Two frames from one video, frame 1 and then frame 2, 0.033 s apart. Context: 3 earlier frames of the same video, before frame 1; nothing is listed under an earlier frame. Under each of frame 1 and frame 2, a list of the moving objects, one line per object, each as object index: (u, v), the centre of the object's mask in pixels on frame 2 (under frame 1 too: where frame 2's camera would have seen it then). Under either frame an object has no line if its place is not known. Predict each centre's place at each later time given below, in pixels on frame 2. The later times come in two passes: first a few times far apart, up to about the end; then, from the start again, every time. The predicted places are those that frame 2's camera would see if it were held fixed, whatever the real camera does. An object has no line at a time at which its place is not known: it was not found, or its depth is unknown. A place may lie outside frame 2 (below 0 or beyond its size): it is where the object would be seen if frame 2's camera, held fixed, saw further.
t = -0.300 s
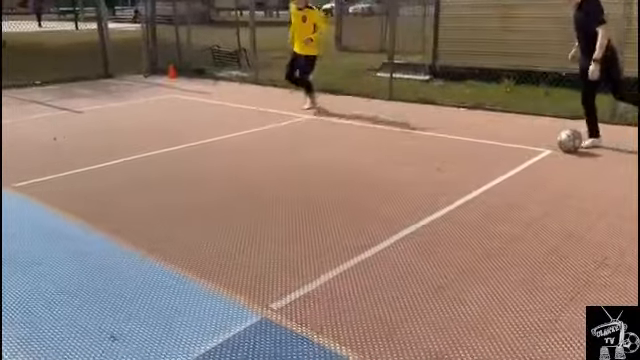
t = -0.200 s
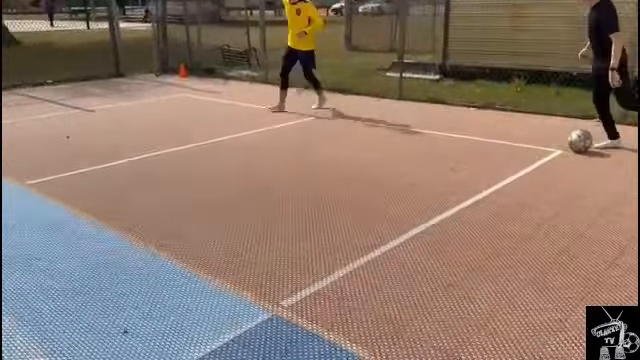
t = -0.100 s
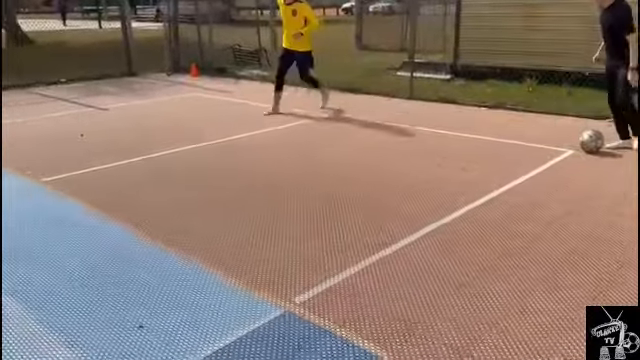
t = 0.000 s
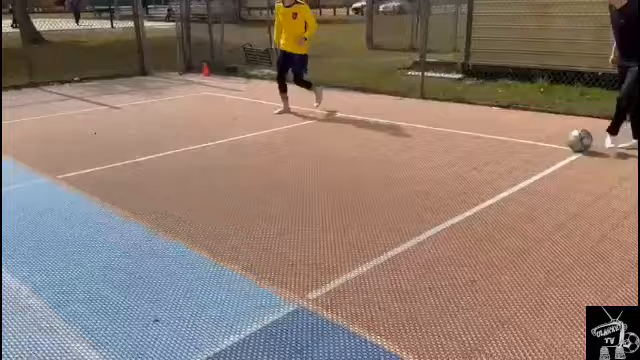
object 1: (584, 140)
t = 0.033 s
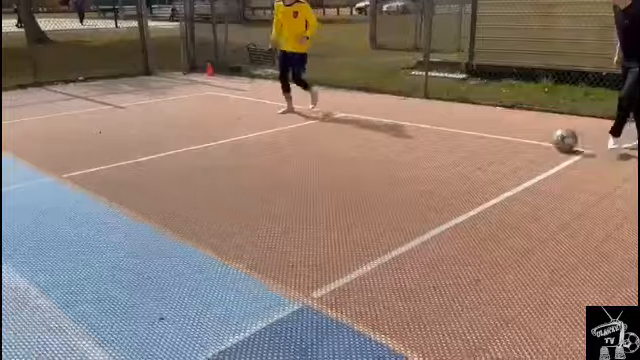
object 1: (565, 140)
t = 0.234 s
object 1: (468, 138)
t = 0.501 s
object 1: (376, 135)
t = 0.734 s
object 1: (305, 134)
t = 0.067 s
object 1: (547, 139)
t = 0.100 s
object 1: (530, 139)
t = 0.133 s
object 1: (513, 138)
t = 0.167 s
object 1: (497, 138)
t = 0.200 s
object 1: (482, 138)
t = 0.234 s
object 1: (468, 138)
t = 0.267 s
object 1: (454, 137)
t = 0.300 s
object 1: (442, 137)
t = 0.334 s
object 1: (430, 137)
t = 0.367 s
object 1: (419, 137)
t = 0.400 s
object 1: (408, 137)
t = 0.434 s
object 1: (397, 135)
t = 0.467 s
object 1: (386, 136)
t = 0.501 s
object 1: (376, 135)
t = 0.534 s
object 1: (365, 135)
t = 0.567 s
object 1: (354, 135)
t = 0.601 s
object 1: (344, 135)
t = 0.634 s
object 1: (335, 135)
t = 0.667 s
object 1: (325, 135)
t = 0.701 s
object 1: (315, 135)
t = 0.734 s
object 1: (305, 134)
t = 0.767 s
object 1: (295, 134)
